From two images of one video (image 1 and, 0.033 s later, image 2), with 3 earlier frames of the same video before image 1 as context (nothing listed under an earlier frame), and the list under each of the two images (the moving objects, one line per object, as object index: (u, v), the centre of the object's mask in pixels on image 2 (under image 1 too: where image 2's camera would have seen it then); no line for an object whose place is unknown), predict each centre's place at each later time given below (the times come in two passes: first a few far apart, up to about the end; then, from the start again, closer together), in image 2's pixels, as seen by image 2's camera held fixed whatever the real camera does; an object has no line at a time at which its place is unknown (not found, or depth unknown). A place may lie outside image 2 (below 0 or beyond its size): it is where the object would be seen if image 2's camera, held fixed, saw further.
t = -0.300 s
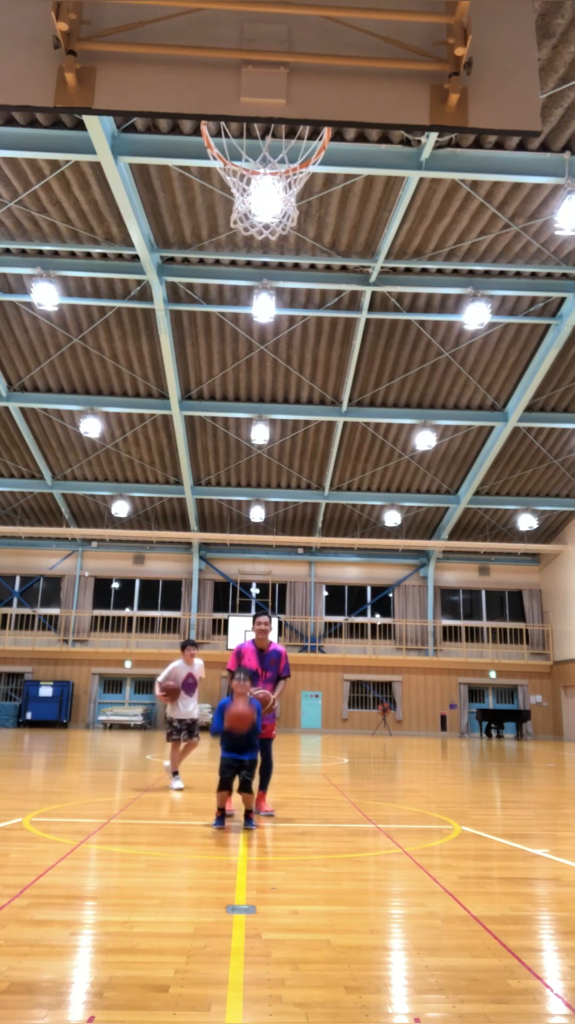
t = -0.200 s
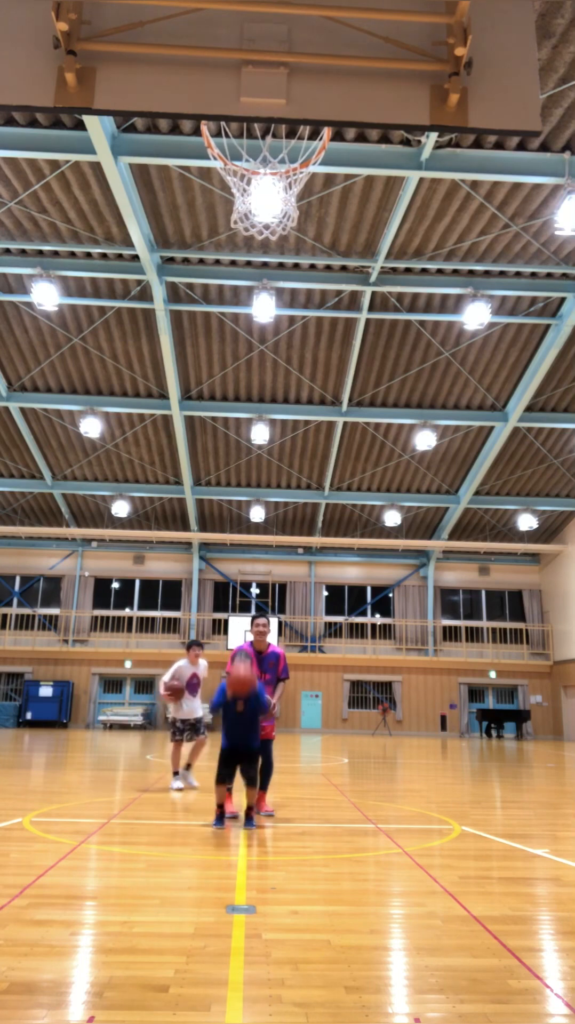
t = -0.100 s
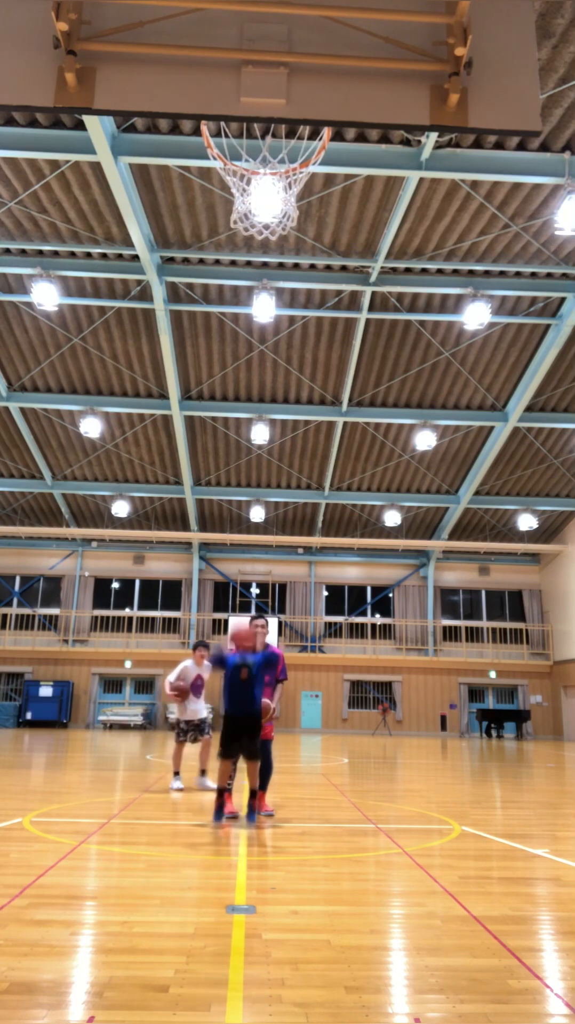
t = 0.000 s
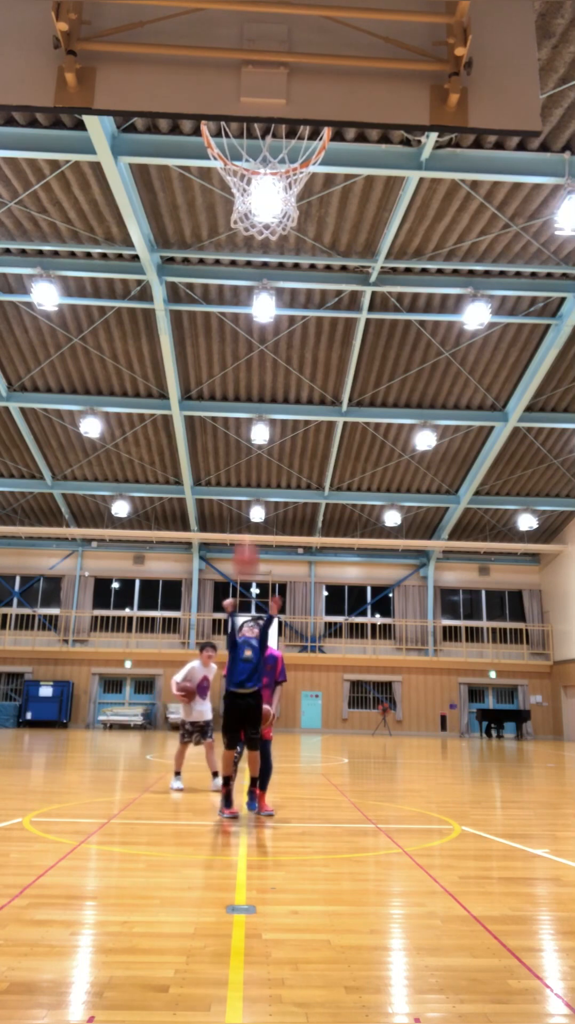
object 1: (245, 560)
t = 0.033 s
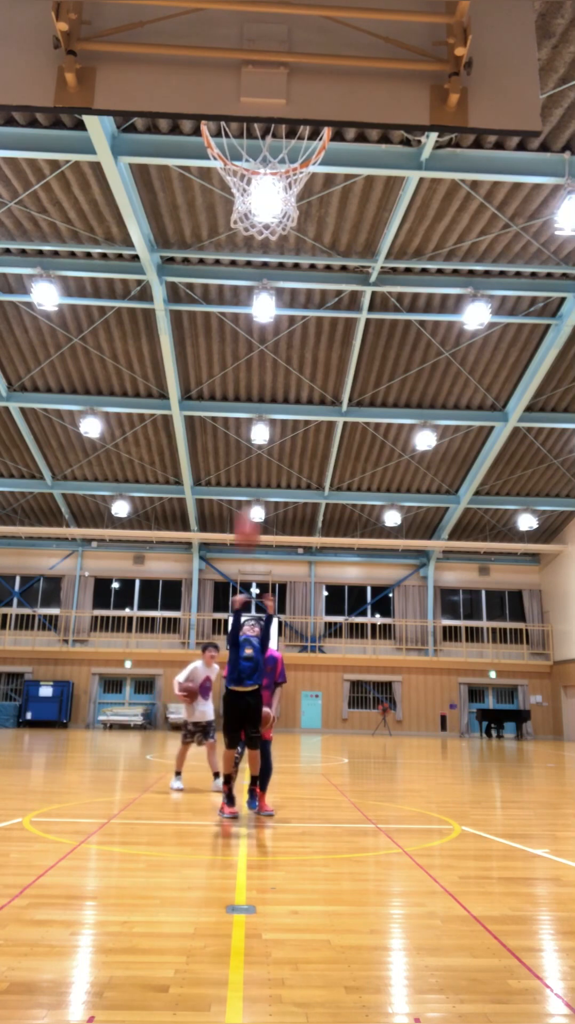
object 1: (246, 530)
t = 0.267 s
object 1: (253, 365)
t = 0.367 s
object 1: (258, 304)
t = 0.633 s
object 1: (266, 183)
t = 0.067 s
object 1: (246, 503)
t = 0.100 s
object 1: (250, 477)
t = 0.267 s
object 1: (253, 365)
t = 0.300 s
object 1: (256, 343)
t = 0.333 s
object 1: (256, 331)
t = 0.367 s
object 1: (258, 304)
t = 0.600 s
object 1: (265, 201)
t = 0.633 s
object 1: (266, 183)
